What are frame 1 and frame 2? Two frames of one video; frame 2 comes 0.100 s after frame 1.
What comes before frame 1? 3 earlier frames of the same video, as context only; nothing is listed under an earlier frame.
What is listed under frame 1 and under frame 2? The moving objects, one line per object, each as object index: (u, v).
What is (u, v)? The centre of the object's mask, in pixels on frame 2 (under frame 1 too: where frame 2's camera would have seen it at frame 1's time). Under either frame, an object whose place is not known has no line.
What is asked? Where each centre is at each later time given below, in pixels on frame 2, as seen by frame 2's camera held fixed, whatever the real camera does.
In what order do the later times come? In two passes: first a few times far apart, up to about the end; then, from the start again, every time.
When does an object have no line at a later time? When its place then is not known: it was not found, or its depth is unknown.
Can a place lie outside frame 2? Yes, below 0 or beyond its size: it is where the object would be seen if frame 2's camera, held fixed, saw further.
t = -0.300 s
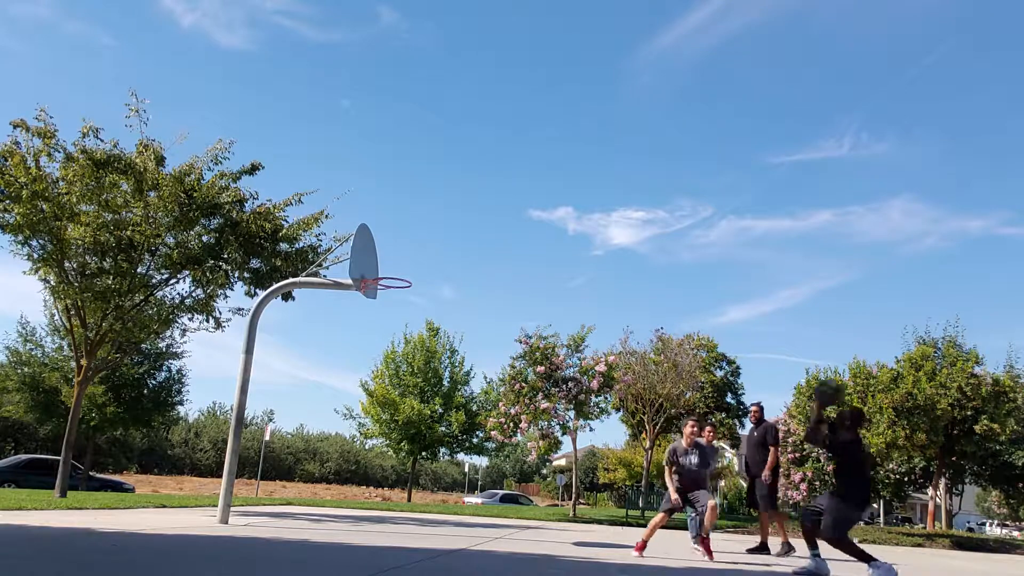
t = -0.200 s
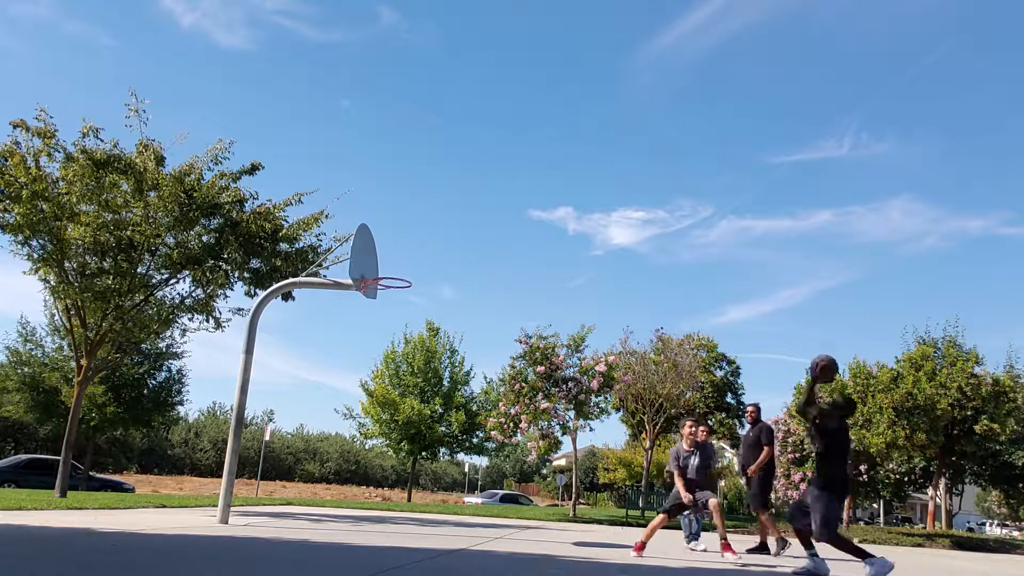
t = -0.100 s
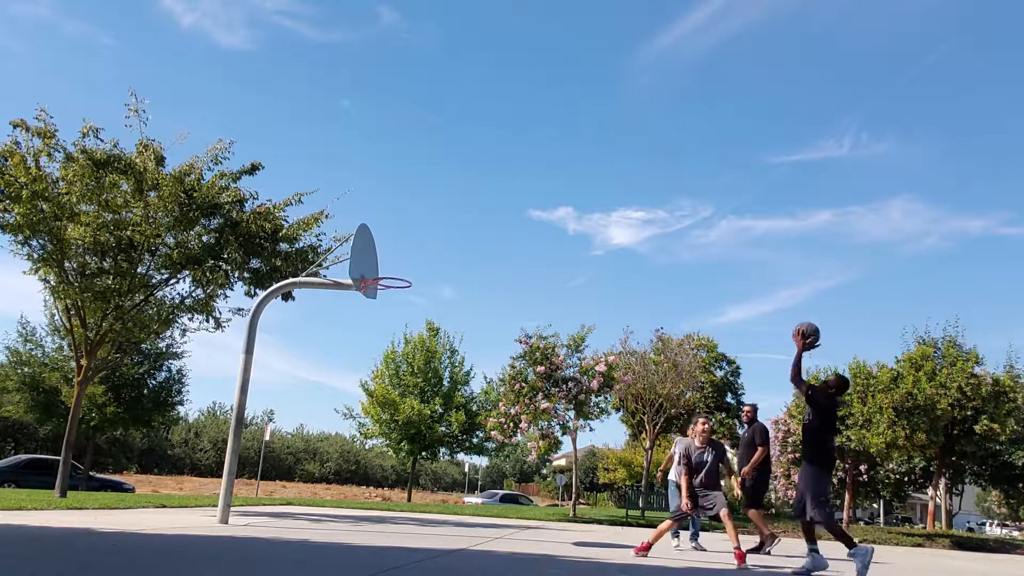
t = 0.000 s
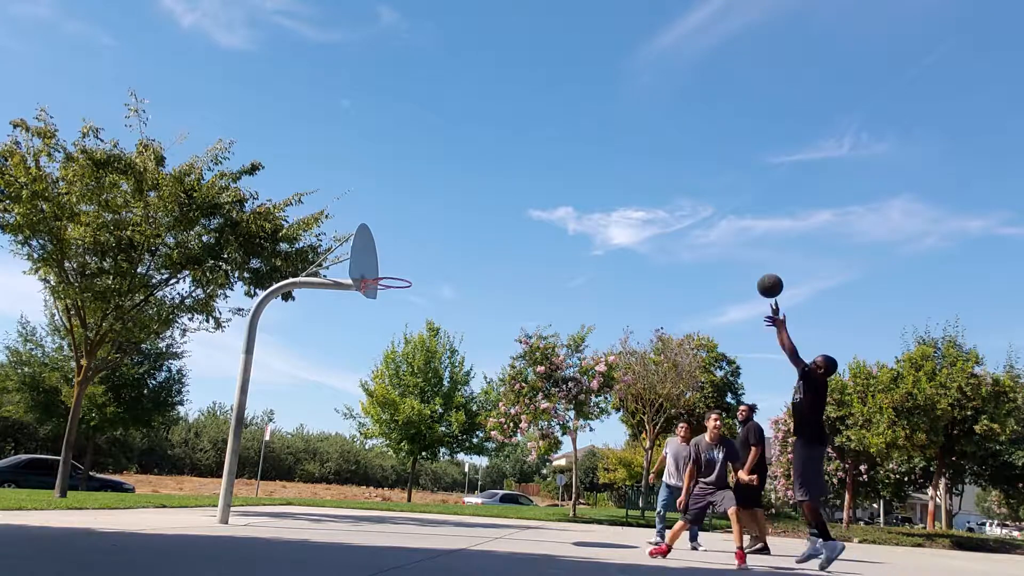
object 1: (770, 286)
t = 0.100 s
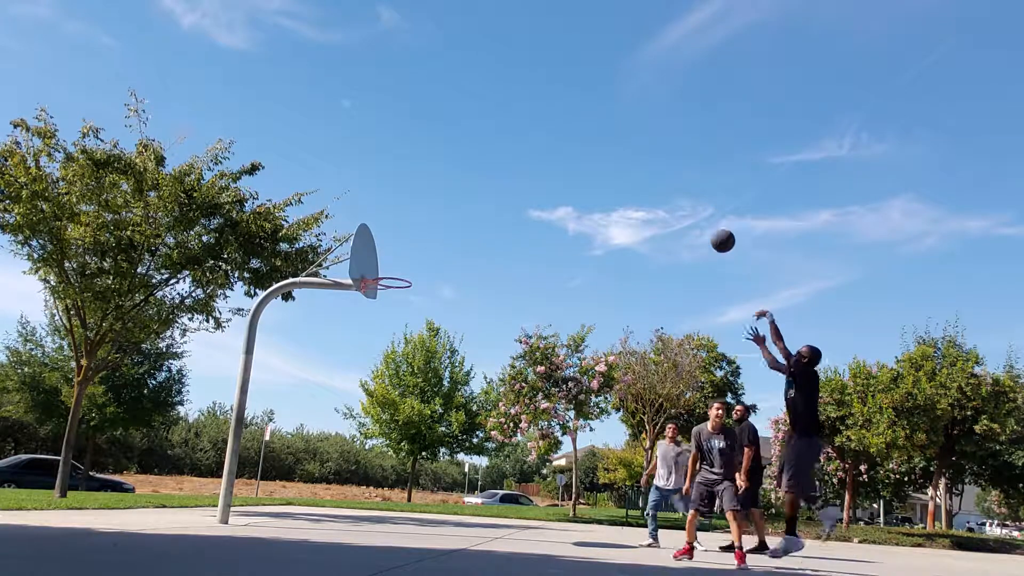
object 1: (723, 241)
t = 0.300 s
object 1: (639, 188)
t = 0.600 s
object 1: (529, 179)
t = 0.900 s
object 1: (430, 238)
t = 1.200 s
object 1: (335, 359)
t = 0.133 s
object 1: (708, 228)
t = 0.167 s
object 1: (693, 218)
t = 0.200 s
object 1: (679, 209)
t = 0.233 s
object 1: (666, 201)
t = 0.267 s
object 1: (652, 194)
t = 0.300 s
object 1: (639, 188)
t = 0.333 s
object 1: (626, 183)
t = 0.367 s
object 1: (613, 180)
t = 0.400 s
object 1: (600, 176)
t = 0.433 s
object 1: (589, 174)
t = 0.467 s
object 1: (576, 174)
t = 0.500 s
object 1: (564, 173)
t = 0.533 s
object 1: (552, 174)
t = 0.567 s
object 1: (540, 176)
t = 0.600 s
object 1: (529, 179)
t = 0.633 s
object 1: (517, 182)
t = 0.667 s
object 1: (506, 187)
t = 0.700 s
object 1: (495, 192)
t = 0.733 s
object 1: (485, 198)
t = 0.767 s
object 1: (473, 204)
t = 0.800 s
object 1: (462, 212)
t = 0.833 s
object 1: (452, 220)
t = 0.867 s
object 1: (441, 229)
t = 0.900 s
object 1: (430, 238)
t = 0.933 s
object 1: (419, 249)
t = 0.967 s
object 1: (409, 260)
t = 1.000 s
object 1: (398, 271)
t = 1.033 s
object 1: (387, 285)
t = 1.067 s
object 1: (377, 298)
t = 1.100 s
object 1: (366, 312)
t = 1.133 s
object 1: (356, 327)
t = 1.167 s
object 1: (345, 342)
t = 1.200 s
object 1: (335, 359)
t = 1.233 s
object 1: (324, 375)
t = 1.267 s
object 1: (313, 393)
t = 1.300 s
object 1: (303, 412)
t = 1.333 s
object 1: (291, 430)
